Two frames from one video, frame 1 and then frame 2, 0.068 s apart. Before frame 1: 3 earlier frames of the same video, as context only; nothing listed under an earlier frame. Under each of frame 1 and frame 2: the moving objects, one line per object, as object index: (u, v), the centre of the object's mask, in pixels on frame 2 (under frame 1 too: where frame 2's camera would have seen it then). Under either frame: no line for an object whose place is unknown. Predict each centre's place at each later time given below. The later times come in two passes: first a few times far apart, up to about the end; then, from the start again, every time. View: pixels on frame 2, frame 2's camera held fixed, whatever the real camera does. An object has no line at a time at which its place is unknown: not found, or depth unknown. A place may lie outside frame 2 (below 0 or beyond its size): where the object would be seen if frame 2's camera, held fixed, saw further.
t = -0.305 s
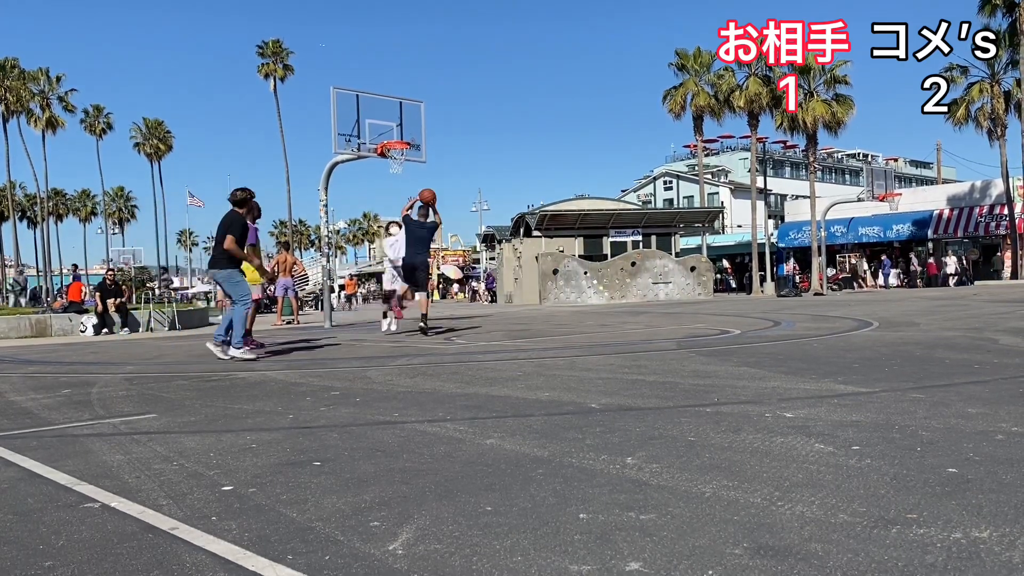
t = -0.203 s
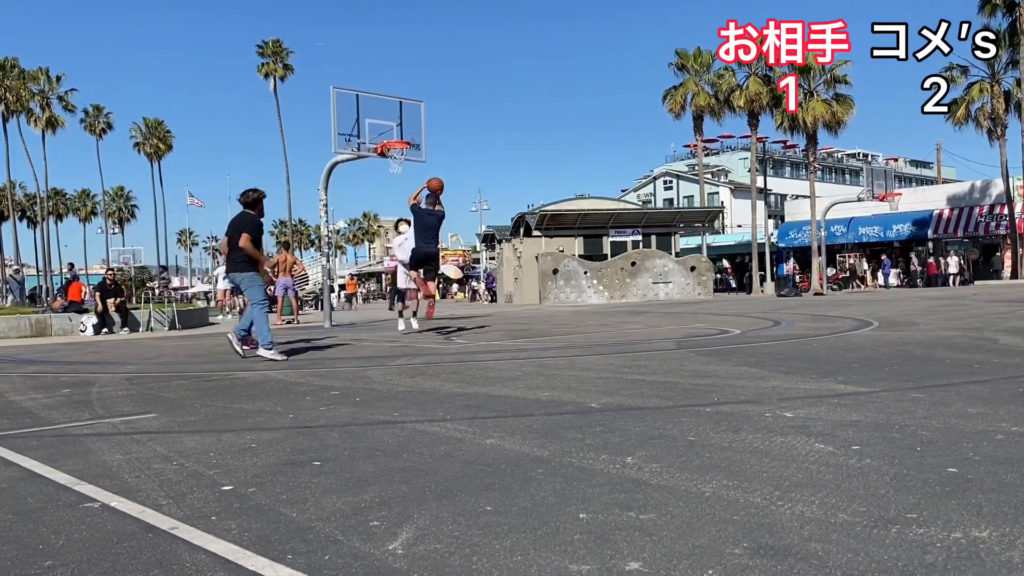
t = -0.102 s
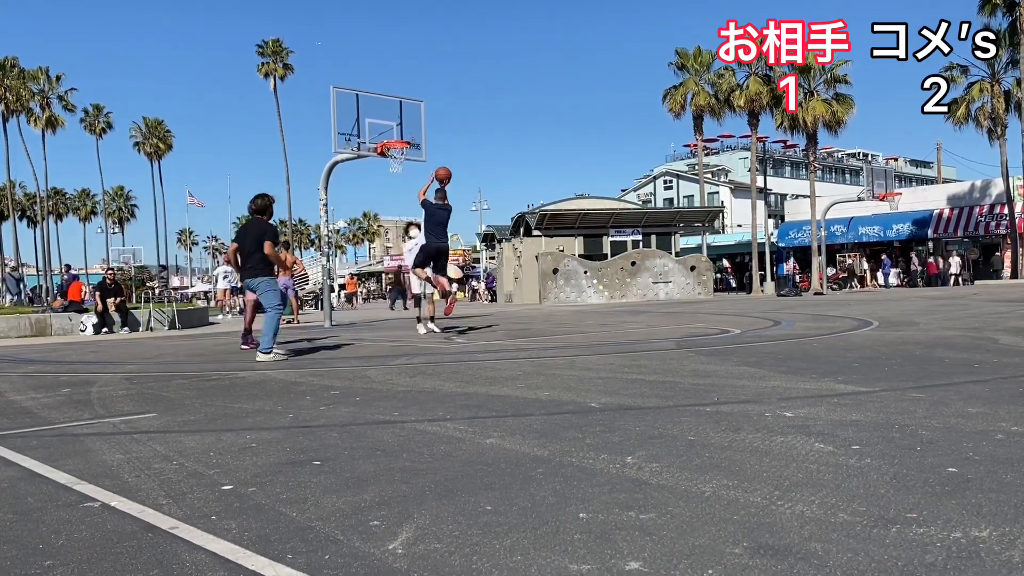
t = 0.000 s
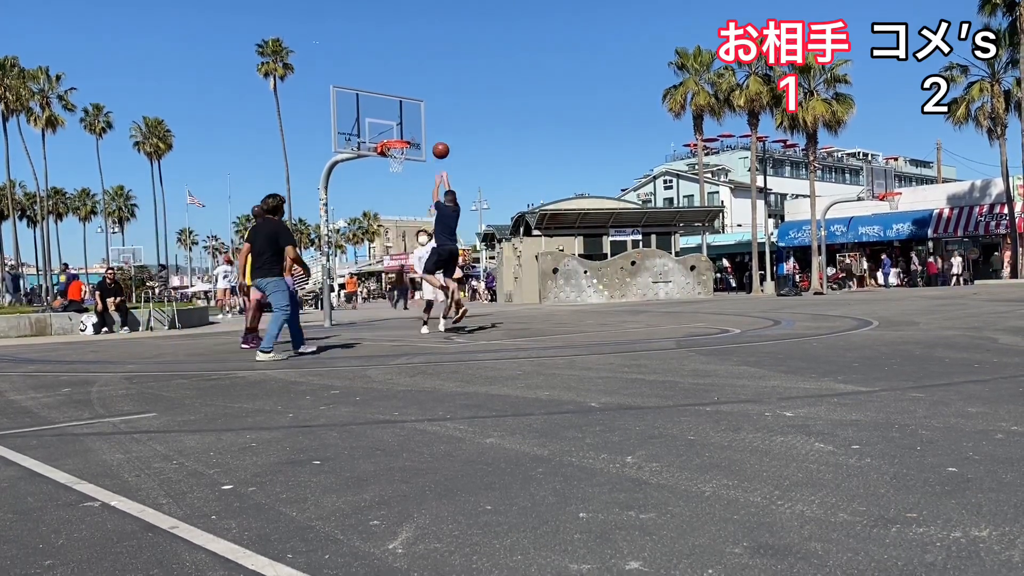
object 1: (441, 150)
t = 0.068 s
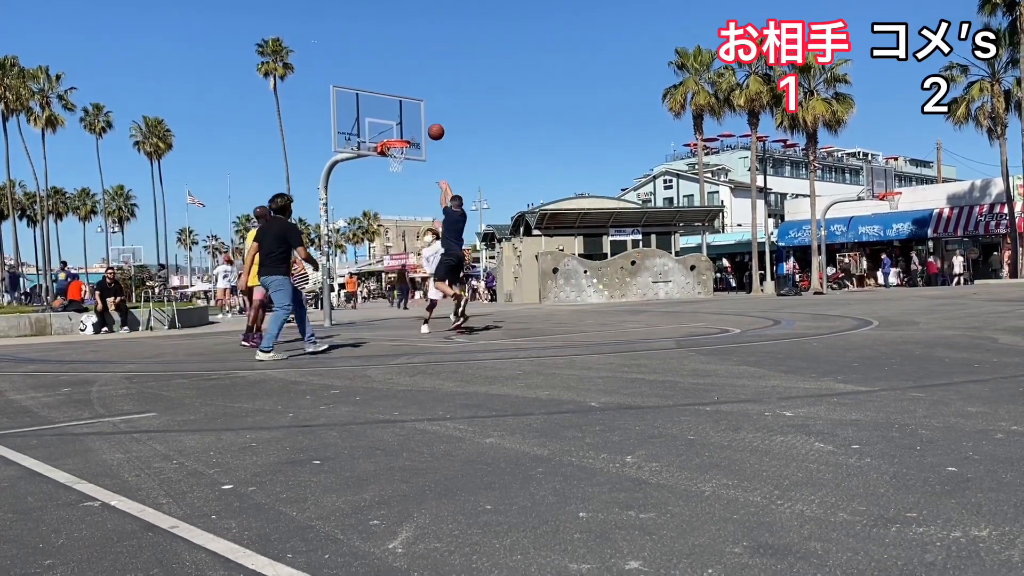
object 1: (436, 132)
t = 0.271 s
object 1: (423, 97)
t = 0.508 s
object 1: (411, 91)
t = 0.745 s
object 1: (402, 118)
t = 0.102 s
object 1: (434, 124)
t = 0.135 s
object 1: (431, 117)
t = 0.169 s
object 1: (429, 111)
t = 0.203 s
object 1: (427, 105)
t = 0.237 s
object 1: (425, 101)
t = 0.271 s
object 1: (423, 97)
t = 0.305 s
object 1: (421, 94)
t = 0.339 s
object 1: (419, 92)
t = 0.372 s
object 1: (418, 90)
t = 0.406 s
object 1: (416, 89)
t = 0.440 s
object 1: (414, 89)
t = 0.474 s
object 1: (413, 90)
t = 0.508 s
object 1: (411, 91)
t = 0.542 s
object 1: (409, 93)
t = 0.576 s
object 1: (408, 95)
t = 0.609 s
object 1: (407, 98)
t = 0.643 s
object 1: (406, 102)
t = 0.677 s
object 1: (404, 107)
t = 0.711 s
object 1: (403, 112)
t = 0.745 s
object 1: (402, 118)
